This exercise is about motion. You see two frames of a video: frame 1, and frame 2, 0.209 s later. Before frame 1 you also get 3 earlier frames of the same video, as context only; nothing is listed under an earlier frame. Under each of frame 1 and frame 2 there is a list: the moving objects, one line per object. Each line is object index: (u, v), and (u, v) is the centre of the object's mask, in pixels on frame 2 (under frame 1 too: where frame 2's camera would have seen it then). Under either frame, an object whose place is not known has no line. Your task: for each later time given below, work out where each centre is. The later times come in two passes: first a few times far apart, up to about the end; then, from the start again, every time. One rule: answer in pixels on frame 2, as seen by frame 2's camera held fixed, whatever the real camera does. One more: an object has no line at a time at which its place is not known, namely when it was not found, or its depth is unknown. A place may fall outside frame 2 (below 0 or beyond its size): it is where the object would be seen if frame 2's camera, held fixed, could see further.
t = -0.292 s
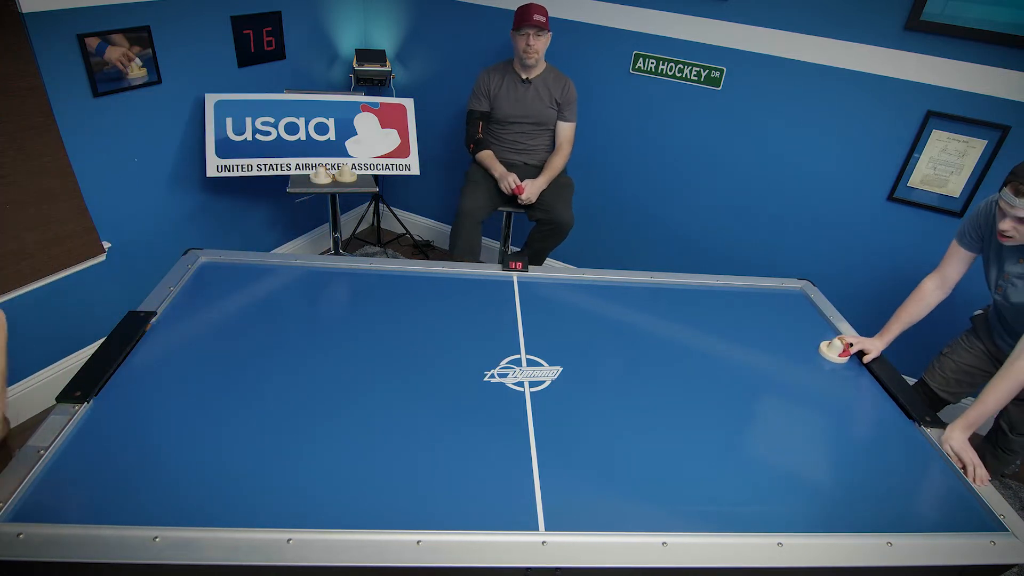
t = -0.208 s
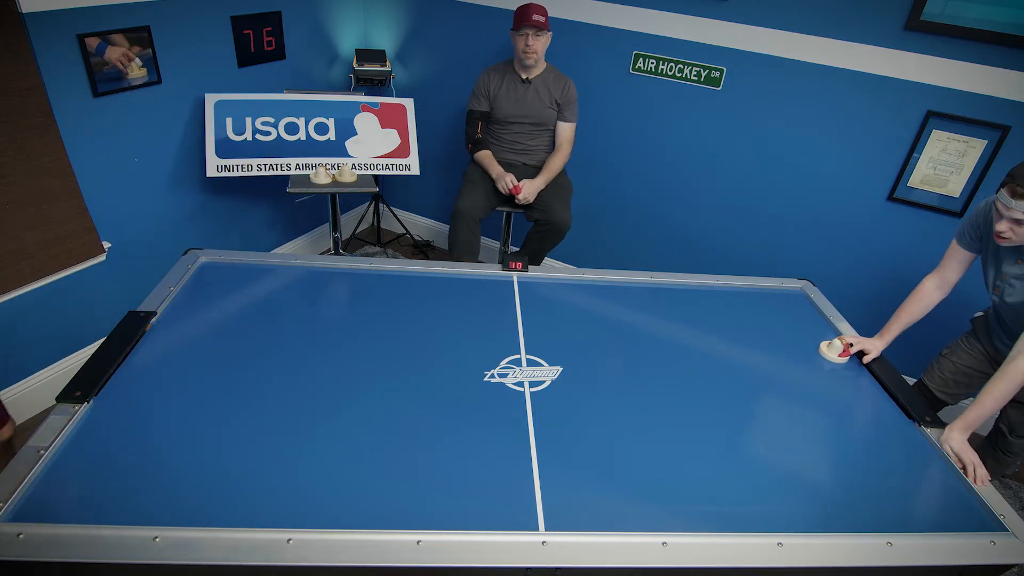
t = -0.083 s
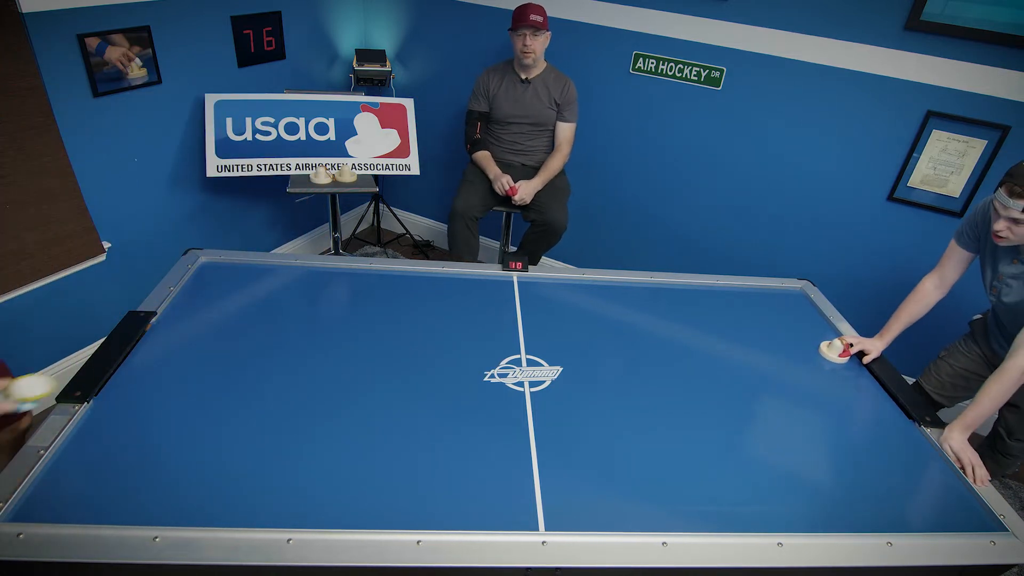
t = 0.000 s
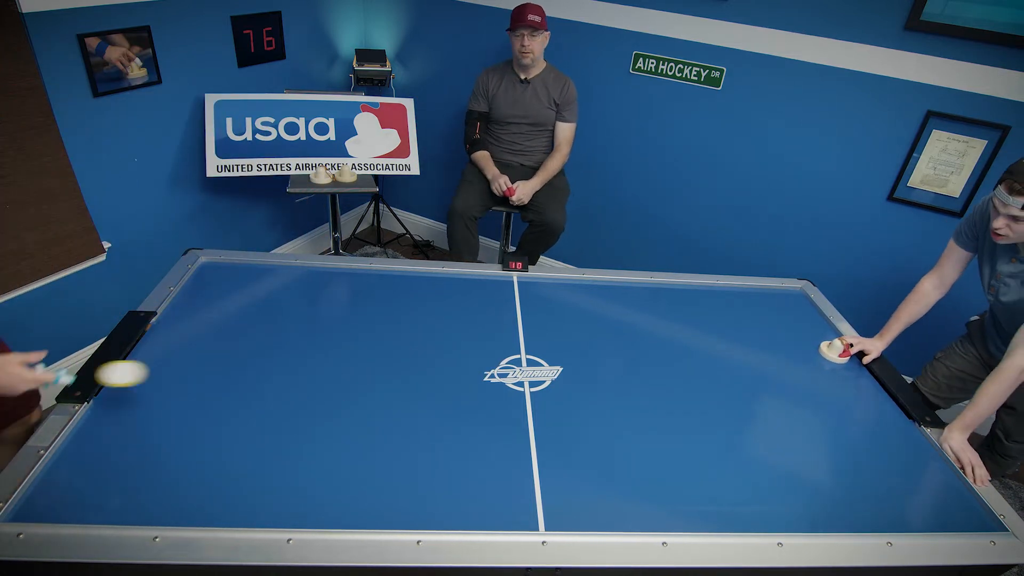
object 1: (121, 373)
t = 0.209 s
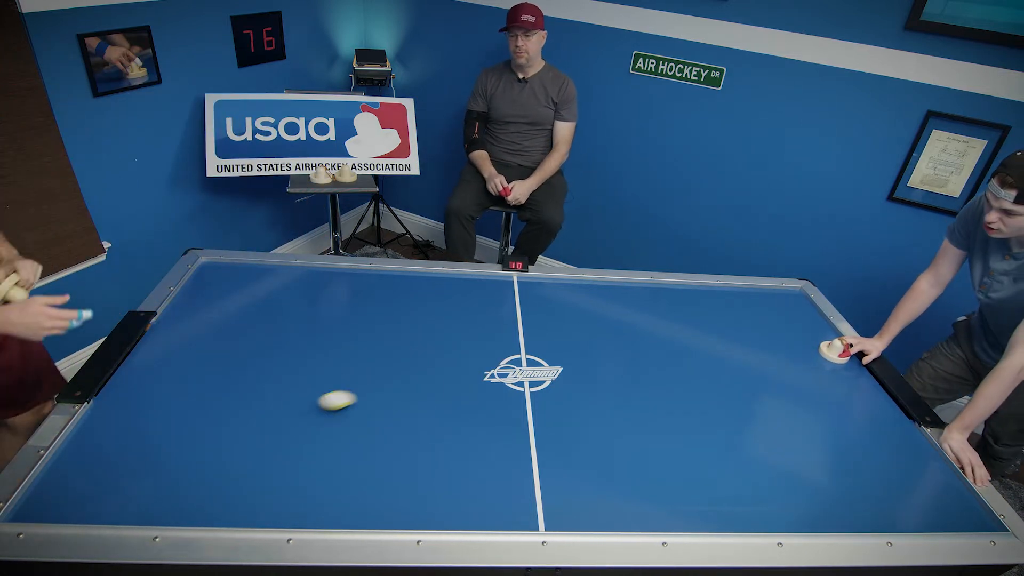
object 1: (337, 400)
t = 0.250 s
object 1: (367, 391)
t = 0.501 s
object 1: (533, 379)
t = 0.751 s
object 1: (657, 368)
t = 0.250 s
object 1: (367, 391)
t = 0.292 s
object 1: (401, 385)
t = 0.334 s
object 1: (432, 385)
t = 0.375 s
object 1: (458, 384)
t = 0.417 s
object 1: (485, 384)
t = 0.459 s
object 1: (509, 381)
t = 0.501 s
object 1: (533, 379)
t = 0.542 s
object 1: (558, 377)
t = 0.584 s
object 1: (578, 376)
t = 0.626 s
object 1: (601, 373)
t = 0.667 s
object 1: (620, 370)
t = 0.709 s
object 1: (640, 368)
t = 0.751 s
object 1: (657, 368)
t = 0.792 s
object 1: (676, 366)
